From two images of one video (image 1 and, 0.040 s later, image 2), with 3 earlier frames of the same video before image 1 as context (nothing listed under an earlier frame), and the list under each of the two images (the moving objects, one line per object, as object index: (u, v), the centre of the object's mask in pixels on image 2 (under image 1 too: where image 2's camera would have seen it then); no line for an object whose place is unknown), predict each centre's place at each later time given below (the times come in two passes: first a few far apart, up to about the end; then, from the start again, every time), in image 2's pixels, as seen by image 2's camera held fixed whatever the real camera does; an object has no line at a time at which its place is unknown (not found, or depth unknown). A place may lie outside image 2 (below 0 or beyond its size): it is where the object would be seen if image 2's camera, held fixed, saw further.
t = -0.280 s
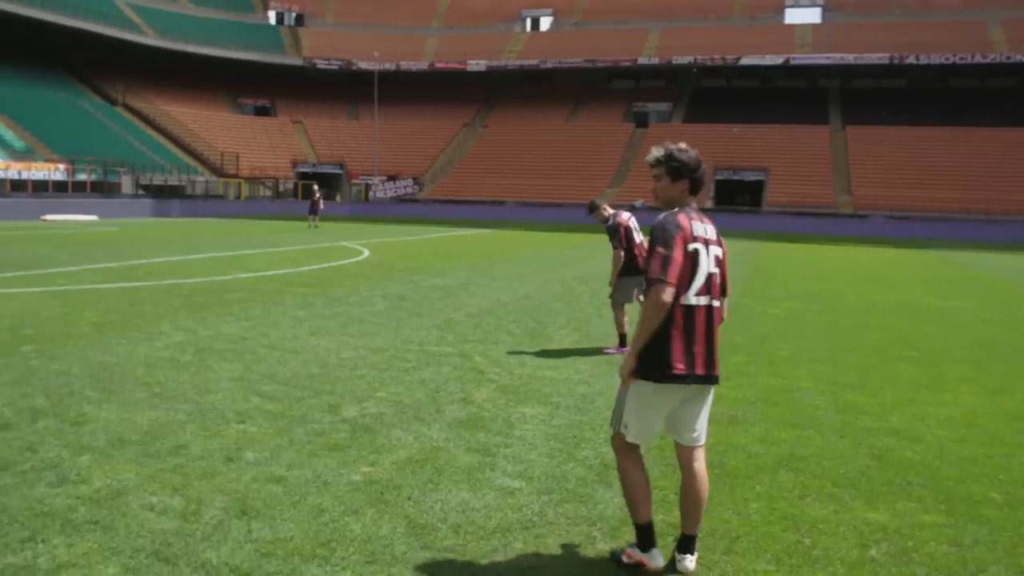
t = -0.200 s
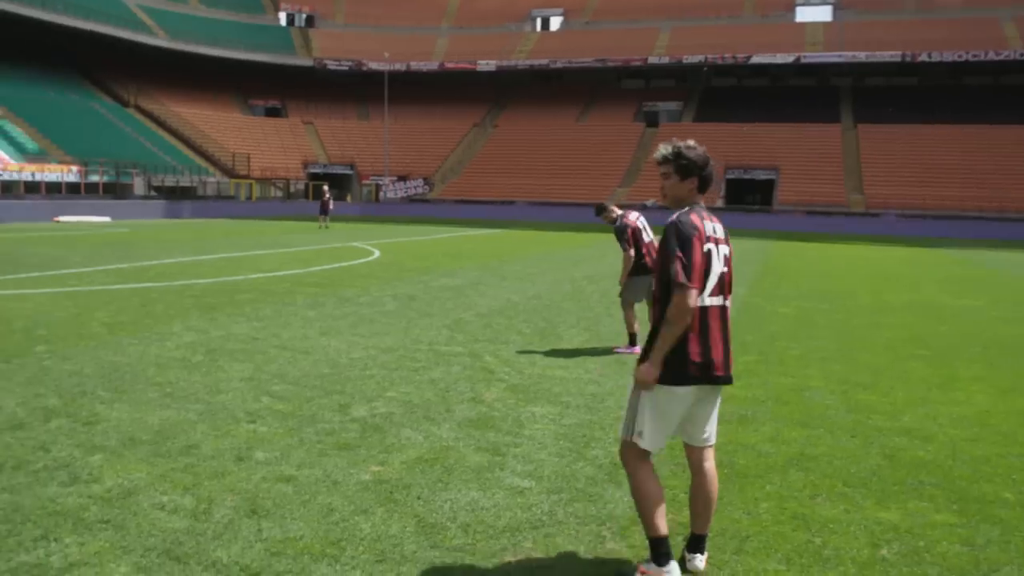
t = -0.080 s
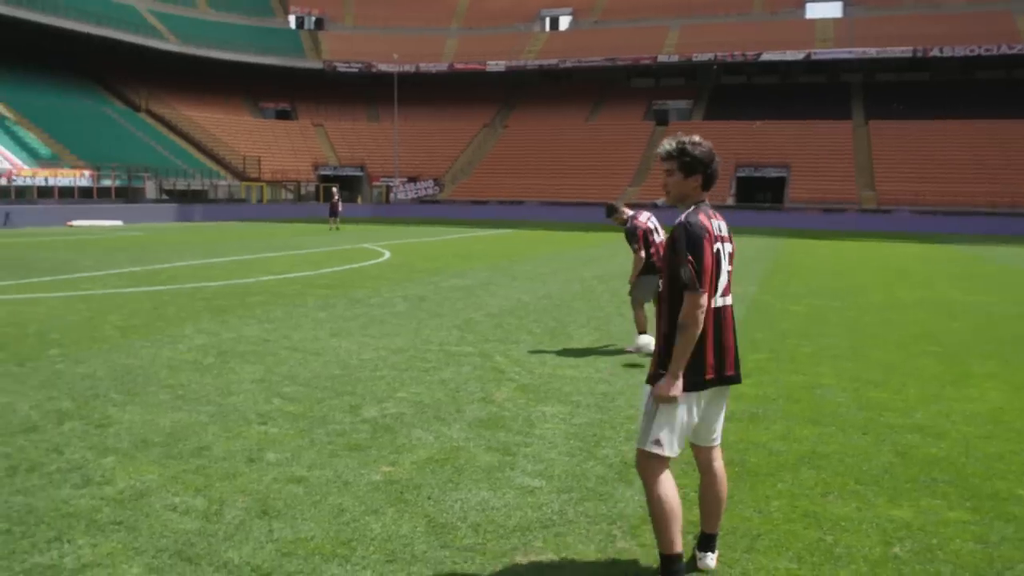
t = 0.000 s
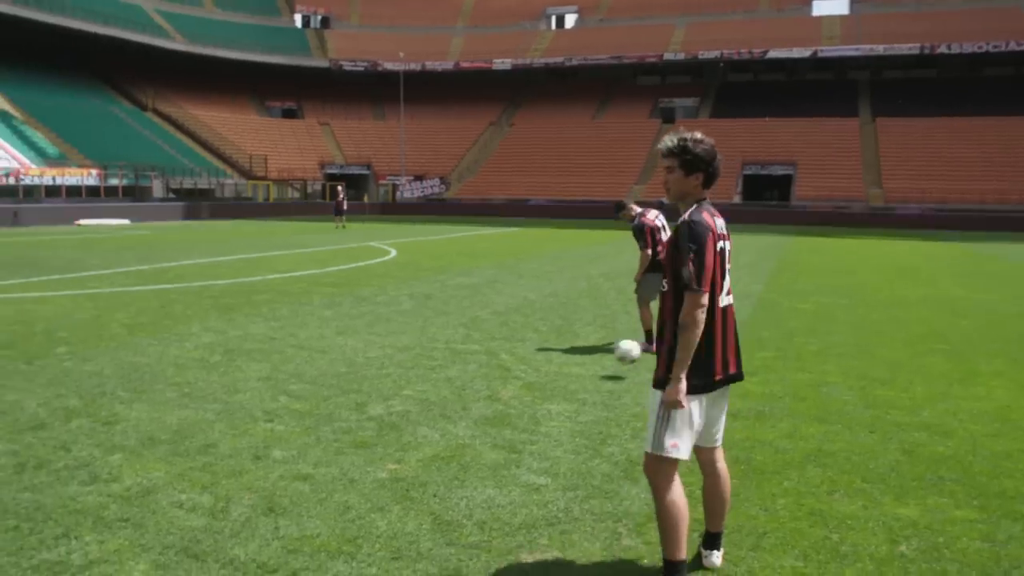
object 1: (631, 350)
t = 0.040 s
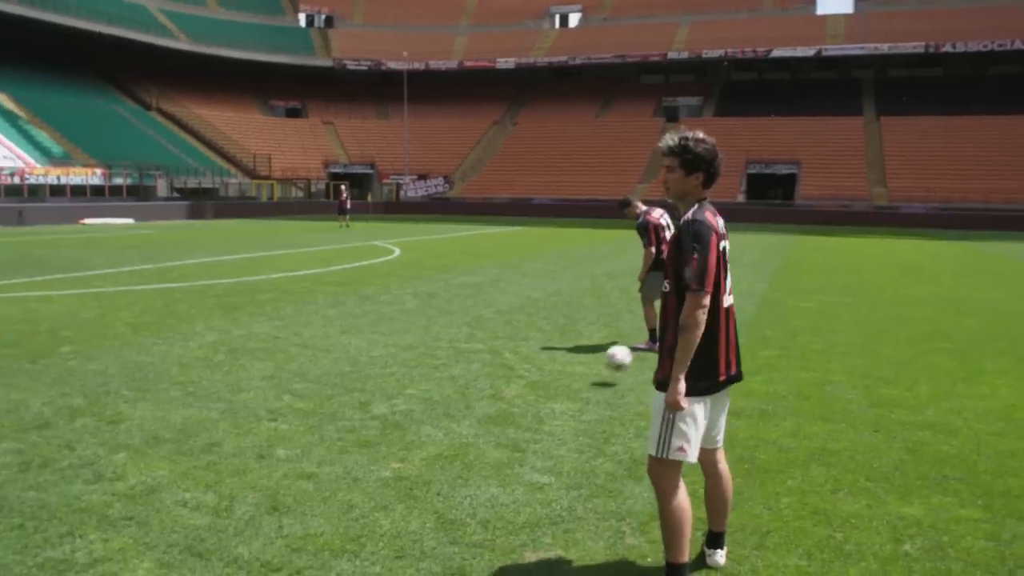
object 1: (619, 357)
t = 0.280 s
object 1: (527, 417)
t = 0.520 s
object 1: (423, 475)
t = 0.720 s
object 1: (305, 532)
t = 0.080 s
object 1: (605, 366)
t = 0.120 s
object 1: (589, 382)
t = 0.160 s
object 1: (573, 396)
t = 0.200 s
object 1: (558, 403)
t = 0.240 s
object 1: (543, 410)
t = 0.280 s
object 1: (527, 417)
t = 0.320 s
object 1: (511, 427)
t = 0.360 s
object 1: (494, 439)
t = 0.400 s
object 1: (477, 445)
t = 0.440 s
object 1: (459, 453)
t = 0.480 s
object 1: (442, 463)
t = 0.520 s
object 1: (423, 475)
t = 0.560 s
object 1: (402, 485)
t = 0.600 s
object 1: (380, 496)
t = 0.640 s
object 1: (357, 507)
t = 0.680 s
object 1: (333, 517)
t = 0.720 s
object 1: (305, 532)
